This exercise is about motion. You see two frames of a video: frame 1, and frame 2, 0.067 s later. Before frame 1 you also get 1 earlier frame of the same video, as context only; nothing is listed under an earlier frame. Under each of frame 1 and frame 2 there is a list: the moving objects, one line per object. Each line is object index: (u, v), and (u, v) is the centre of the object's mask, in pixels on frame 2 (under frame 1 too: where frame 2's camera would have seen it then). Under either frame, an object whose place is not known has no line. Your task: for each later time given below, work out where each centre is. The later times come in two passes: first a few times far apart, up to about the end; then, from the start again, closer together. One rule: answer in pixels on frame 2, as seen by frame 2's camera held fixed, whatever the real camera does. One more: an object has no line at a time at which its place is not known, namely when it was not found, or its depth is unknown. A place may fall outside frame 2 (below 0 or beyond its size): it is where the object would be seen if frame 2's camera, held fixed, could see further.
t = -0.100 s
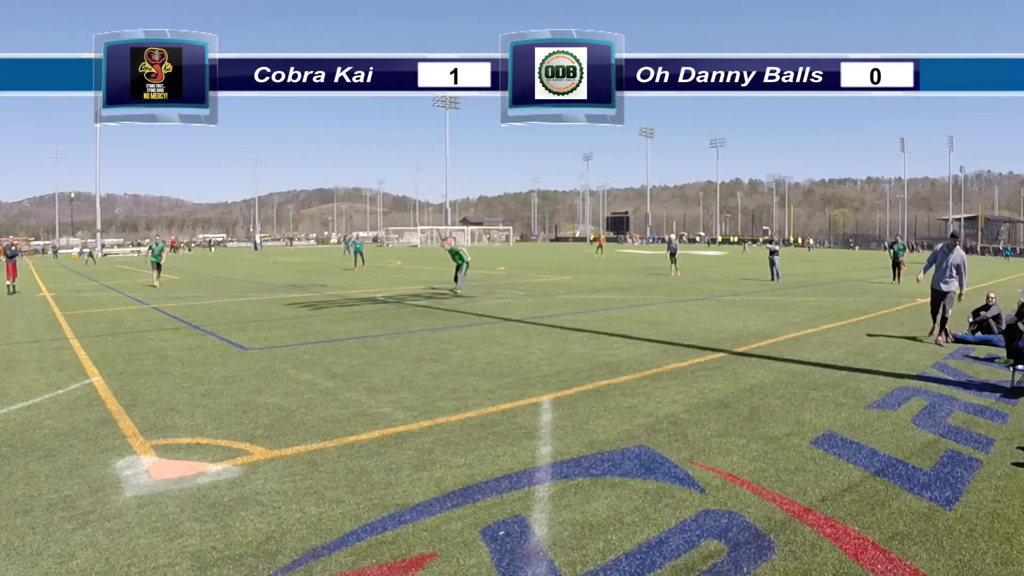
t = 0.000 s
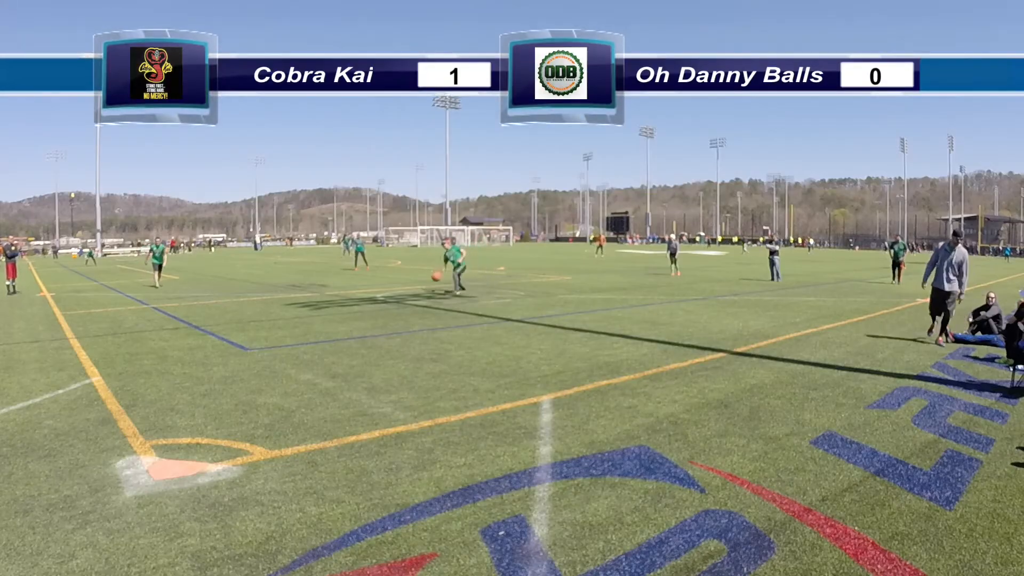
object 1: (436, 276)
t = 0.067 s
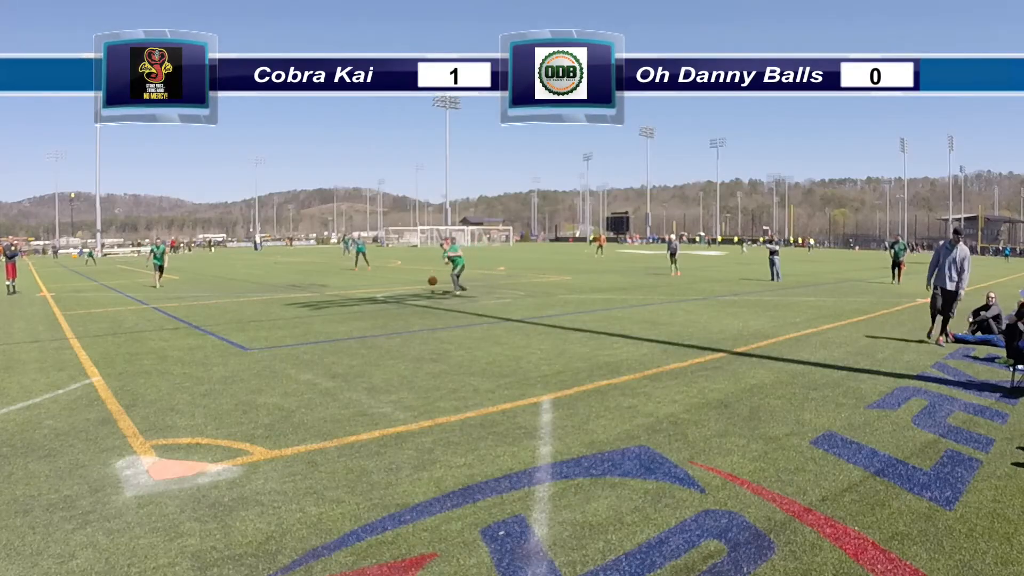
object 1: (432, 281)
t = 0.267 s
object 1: (419, 308)
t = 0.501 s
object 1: (380, 322)
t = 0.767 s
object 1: (294, 370)
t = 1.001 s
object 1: (155, 450)
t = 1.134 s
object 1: (25, 493)
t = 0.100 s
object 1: (431, 283)
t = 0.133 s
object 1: (429, 286)
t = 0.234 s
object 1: (423, 301)
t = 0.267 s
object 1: (419, 308)
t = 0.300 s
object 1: (415, 313)
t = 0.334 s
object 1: (411, 312)
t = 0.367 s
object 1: (406, 312)
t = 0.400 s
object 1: (399, 312)
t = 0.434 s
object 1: (394, 315)
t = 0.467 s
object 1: (387, 318)
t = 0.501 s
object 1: (380, 322)
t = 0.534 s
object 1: (372, 328)
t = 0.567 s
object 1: (364, 335)
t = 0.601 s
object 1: (355, 345)
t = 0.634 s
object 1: (345, 357)
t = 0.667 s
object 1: (334, 365)
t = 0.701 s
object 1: (321, 365)
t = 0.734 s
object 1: (308, 367)
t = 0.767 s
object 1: (294, 370)
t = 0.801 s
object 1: (278, 375)
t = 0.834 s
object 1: (261, 381)
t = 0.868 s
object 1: (243, 389)
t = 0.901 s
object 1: (224, 400)
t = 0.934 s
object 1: (203, 413)
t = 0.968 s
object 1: (179, 430)
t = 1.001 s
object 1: (155, 450)
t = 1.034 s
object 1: (127, 462)
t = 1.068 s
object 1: (96, 470)
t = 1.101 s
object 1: (62, 479)
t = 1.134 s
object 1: (25, 493)
